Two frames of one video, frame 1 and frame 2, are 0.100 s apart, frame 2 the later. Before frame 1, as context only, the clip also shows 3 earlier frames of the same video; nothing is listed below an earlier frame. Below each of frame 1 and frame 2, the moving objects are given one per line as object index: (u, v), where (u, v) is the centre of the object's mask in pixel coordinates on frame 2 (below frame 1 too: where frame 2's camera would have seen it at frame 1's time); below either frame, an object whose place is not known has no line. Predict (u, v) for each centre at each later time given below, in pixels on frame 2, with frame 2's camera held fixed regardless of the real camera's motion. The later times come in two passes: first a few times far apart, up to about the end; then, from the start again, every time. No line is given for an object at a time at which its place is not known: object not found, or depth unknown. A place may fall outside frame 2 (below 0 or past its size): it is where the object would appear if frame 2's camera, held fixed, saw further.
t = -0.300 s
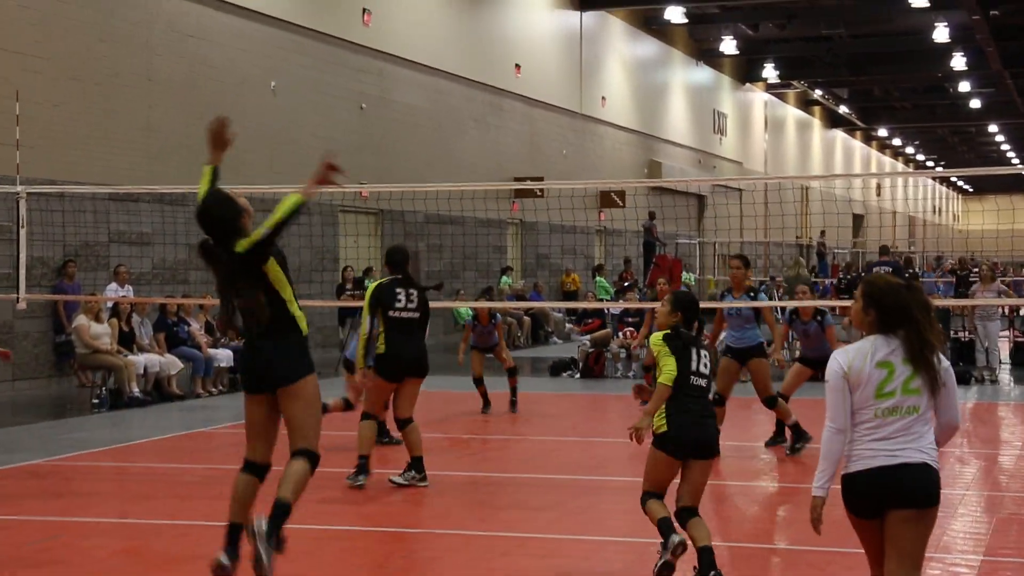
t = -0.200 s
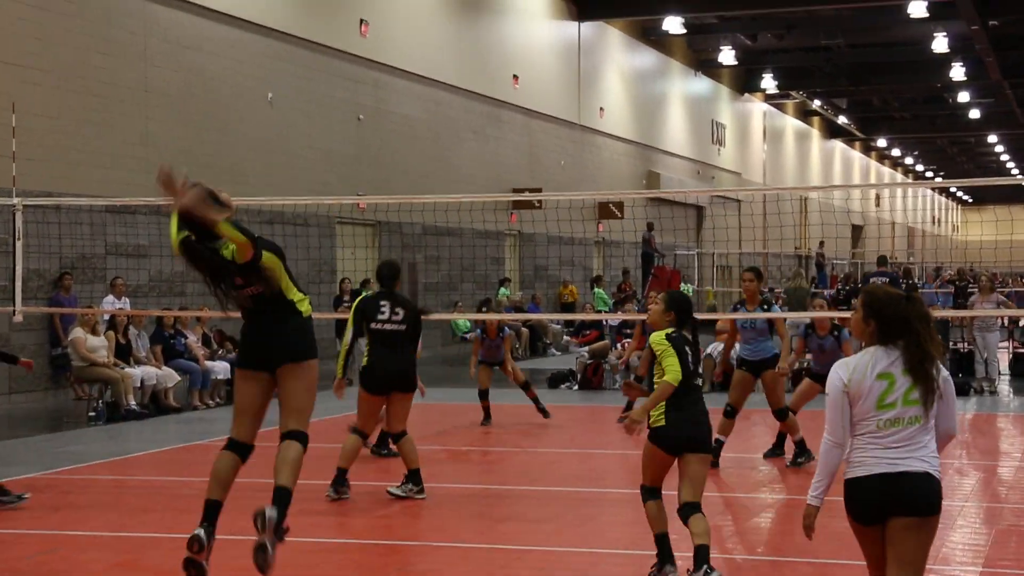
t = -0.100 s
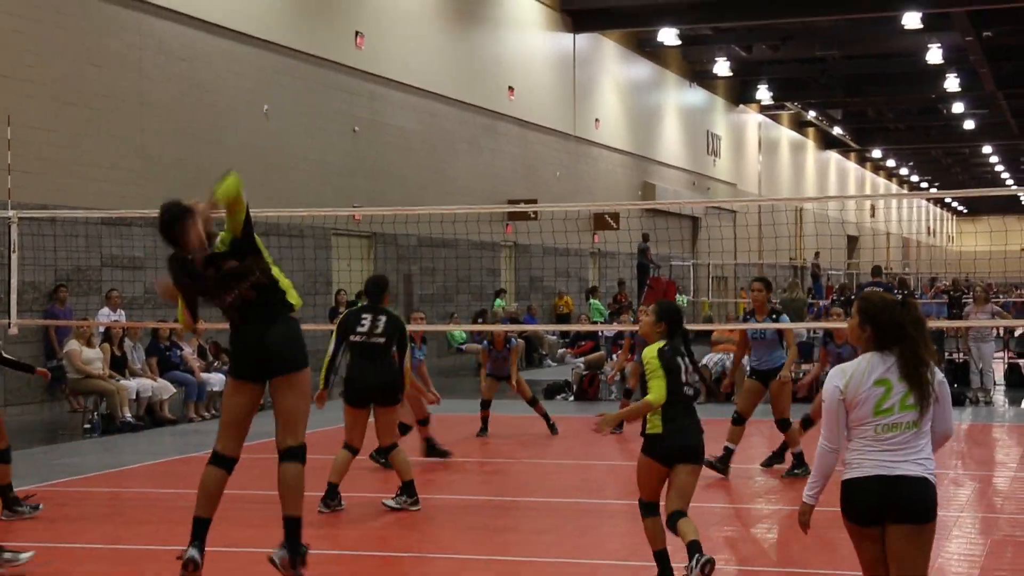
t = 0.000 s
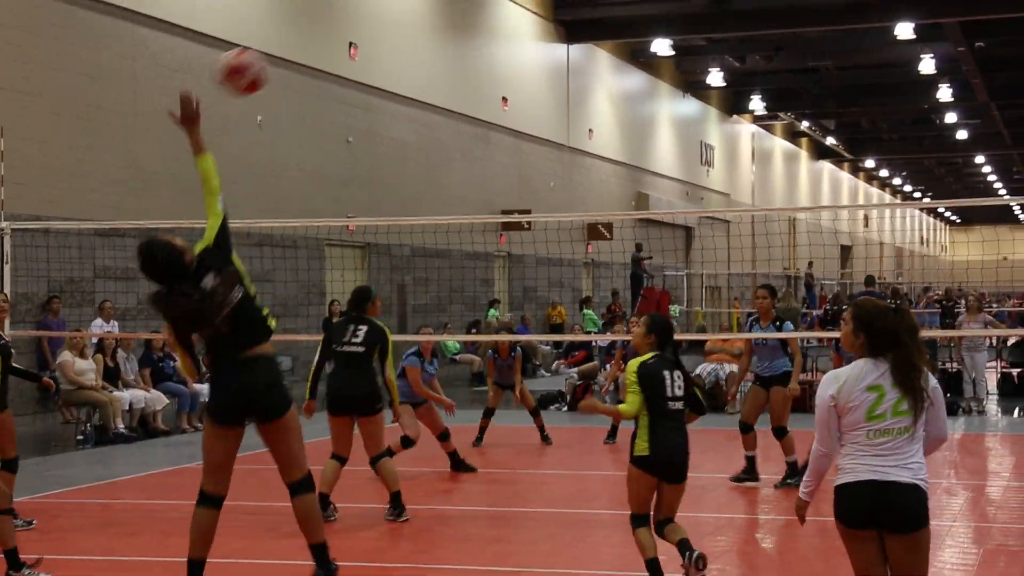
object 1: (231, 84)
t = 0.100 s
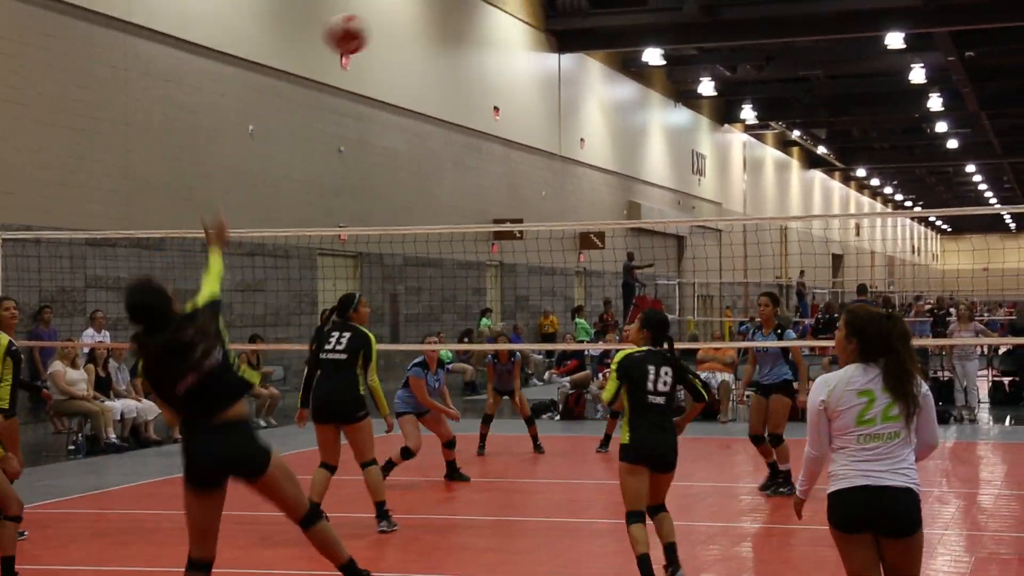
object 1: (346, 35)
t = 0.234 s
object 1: (452, 19)
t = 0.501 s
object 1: (589, 83)
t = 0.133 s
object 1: (376, 27)
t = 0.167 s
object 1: (404, 22)
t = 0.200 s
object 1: (430, 20)
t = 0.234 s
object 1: (452, 19)
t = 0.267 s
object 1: (474, 23)
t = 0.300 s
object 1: (494, 28)
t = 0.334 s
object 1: (512, 34)
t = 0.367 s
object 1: (531, 41)
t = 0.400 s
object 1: (546, 48)
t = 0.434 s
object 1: (561, 59)
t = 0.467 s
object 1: (575, 71)
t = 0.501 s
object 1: (589, 83)
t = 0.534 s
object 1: (603, 97)
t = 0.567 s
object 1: (614, 112)
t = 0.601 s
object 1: (626, 129)
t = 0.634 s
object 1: (635, 146)
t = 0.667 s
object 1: (644, 163)
